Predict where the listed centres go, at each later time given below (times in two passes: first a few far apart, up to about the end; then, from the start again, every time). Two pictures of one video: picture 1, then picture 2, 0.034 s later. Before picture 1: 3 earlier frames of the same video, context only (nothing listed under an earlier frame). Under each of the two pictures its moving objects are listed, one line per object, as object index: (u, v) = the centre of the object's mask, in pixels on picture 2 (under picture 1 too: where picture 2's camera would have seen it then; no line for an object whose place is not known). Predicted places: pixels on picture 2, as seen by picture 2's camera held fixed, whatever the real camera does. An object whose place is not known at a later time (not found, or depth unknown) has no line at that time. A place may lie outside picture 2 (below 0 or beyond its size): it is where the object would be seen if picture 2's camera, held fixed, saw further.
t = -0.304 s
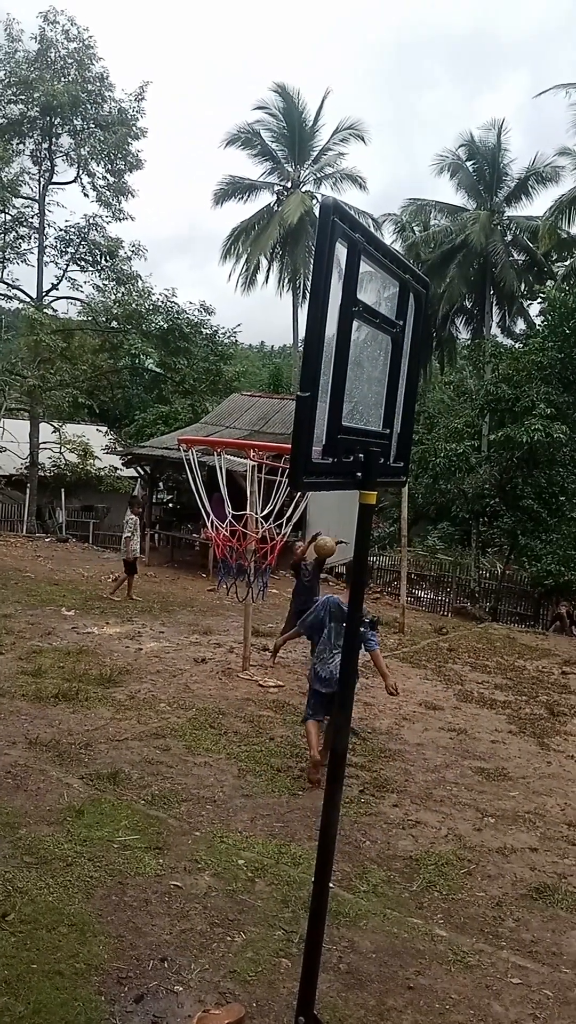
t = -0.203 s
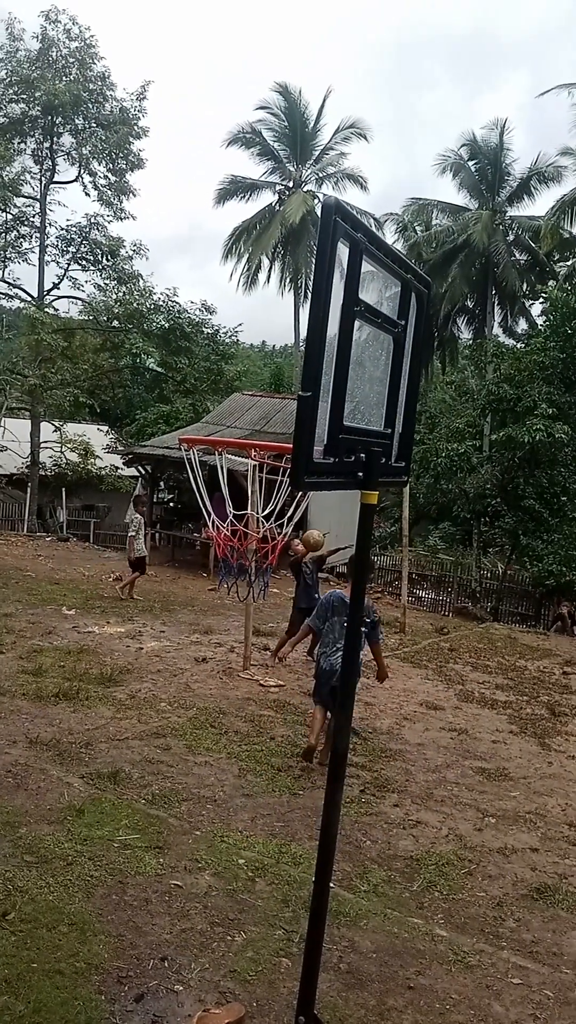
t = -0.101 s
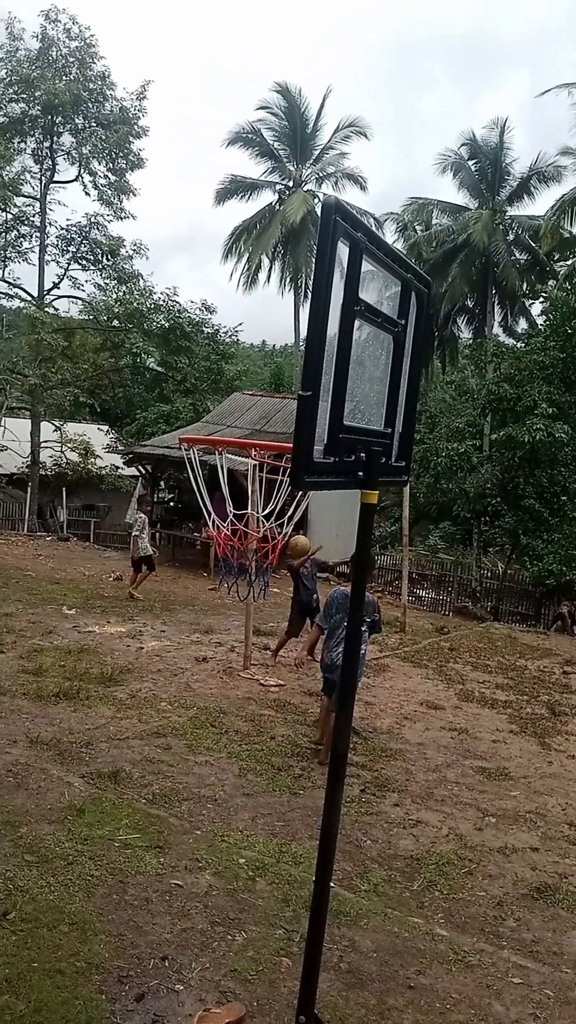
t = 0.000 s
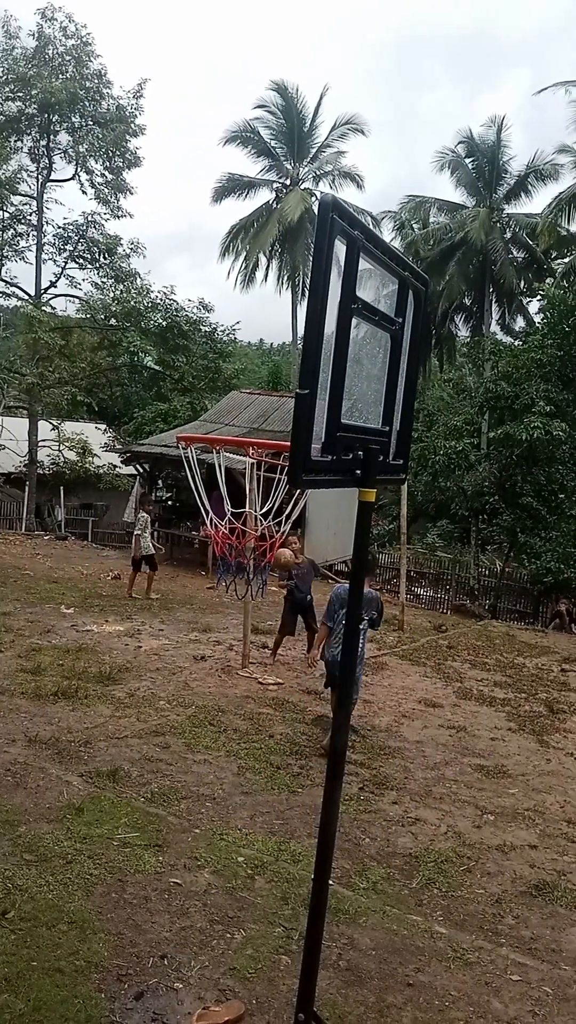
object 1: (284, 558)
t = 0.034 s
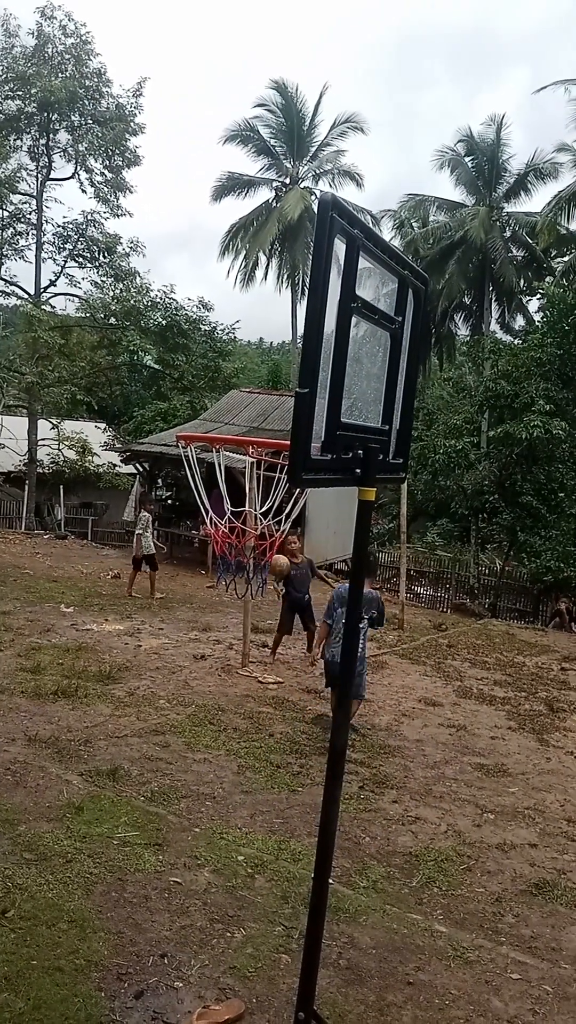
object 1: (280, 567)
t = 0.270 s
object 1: (260, 647)
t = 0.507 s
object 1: (260, 665)
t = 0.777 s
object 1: (253, 714)
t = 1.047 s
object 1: (250, 740)
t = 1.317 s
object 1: (248, 769)
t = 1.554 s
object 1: (247, 795)
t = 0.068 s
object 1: (276, 575)
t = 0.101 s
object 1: (272, 585)
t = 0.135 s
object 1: (265, 596)
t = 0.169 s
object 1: (260, 607)
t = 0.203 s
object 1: (259, 619)
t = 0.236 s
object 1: (259, 632)
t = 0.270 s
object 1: (260, 647)
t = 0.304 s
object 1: (259, 663)
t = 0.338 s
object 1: (259, 680)
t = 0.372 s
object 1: (259, 675)
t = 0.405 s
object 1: (260, 670)
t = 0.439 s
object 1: (260, 667)
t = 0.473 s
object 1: (260, 665)
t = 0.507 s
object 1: (260, 665)
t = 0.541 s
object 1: (260, 666)
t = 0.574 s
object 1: (260, 669)
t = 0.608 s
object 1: (259, 672)
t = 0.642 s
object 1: (258, 677)
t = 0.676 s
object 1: (257, 684)
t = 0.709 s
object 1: (256, 692)
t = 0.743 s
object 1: (254, 702)
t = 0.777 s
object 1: (253, 714)
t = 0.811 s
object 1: (253, 713)
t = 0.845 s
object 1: (253, 712)
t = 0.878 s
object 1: (253, 713)
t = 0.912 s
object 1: (253, 715)
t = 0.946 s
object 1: (252, 718)
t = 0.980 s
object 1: (252, 724)
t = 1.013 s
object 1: (251, 731)
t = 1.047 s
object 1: (250, 740)
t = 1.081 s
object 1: (250, 743)
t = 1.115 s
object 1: (250, 744)
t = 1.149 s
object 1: (249, 747)
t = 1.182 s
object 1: (249, 753)
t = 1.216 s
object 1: (249, 758)
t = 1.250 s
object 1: (248, 761)
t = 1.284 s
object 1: (248, 764)
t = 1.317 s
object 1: (248, 769)
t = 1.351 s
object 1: (247, 773)
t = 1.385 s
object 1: (247, 775)
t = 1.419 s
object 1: (247, 779)
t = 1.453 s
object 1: (247, 784)
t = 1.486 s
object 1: (247, 787)
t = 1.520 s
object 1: (247, 792)
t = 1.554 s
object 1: (247, 795)
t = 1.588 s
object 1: (247, 796)
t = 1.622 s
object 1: (248, 795)
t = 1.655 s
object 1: (248, 796)
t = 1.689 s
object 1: (248, 799)
